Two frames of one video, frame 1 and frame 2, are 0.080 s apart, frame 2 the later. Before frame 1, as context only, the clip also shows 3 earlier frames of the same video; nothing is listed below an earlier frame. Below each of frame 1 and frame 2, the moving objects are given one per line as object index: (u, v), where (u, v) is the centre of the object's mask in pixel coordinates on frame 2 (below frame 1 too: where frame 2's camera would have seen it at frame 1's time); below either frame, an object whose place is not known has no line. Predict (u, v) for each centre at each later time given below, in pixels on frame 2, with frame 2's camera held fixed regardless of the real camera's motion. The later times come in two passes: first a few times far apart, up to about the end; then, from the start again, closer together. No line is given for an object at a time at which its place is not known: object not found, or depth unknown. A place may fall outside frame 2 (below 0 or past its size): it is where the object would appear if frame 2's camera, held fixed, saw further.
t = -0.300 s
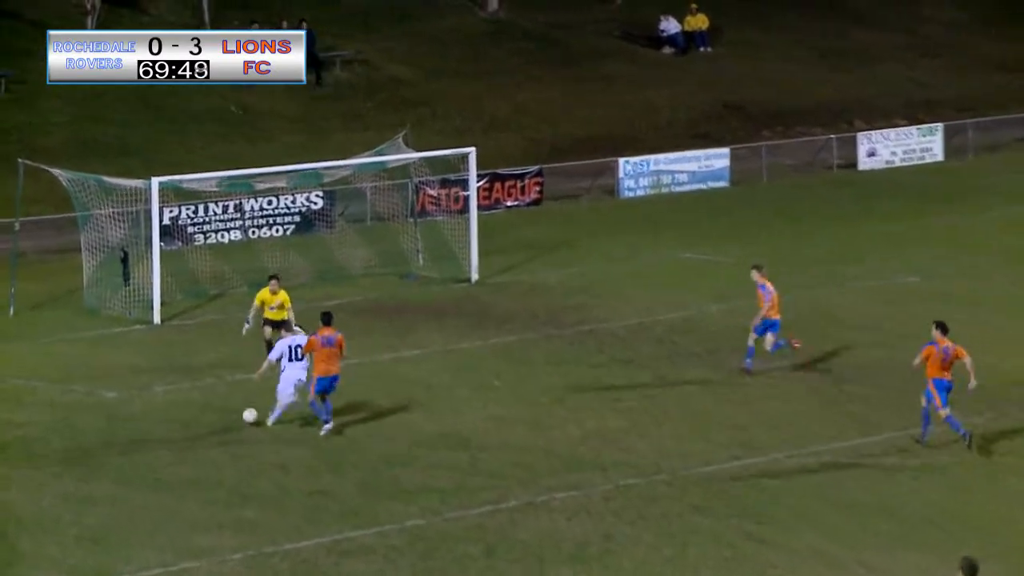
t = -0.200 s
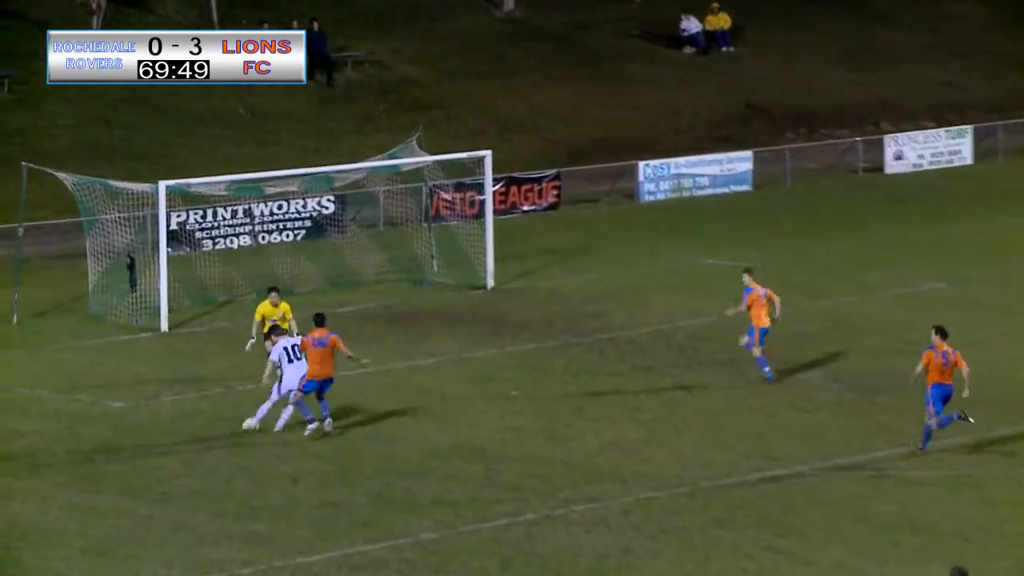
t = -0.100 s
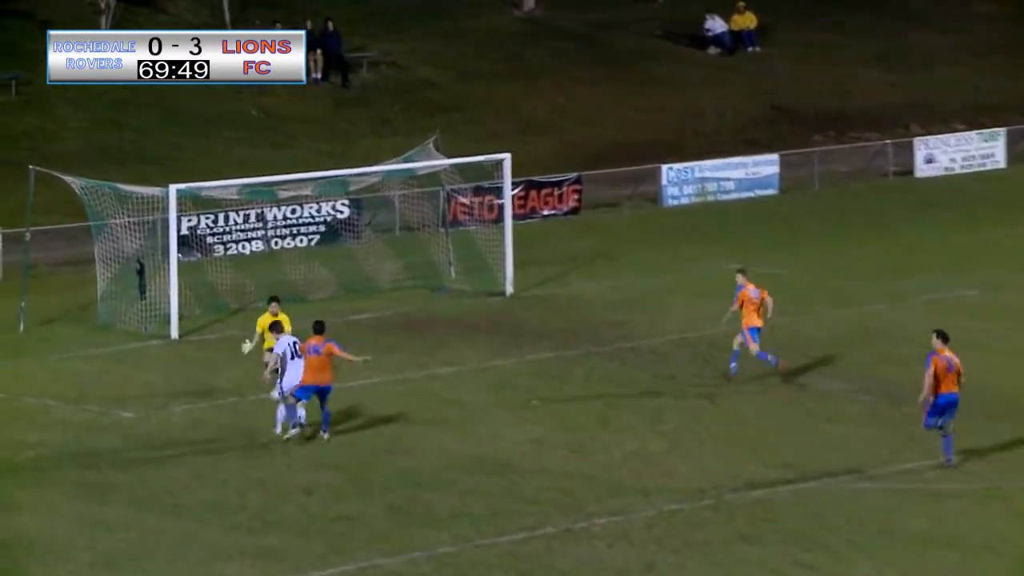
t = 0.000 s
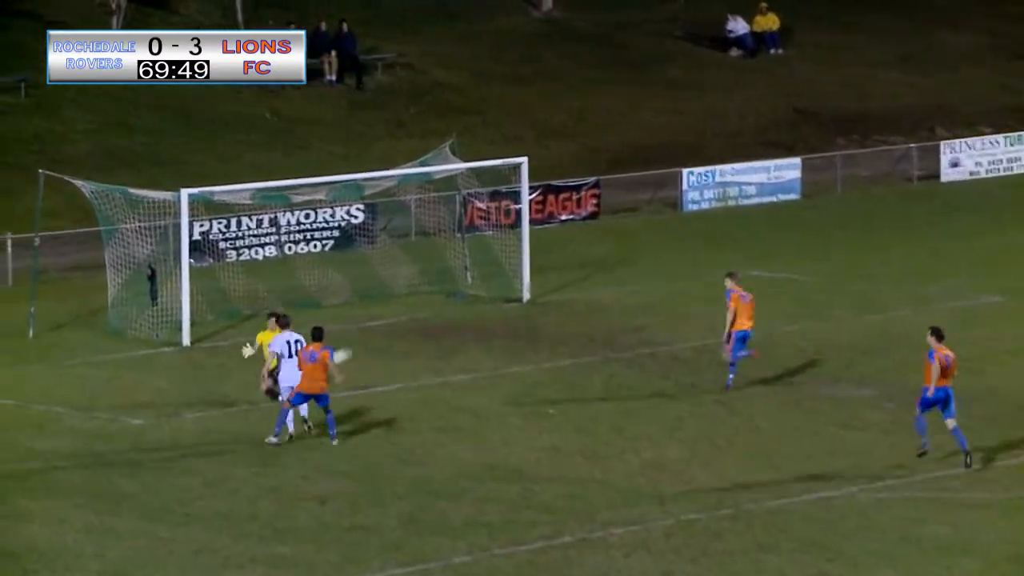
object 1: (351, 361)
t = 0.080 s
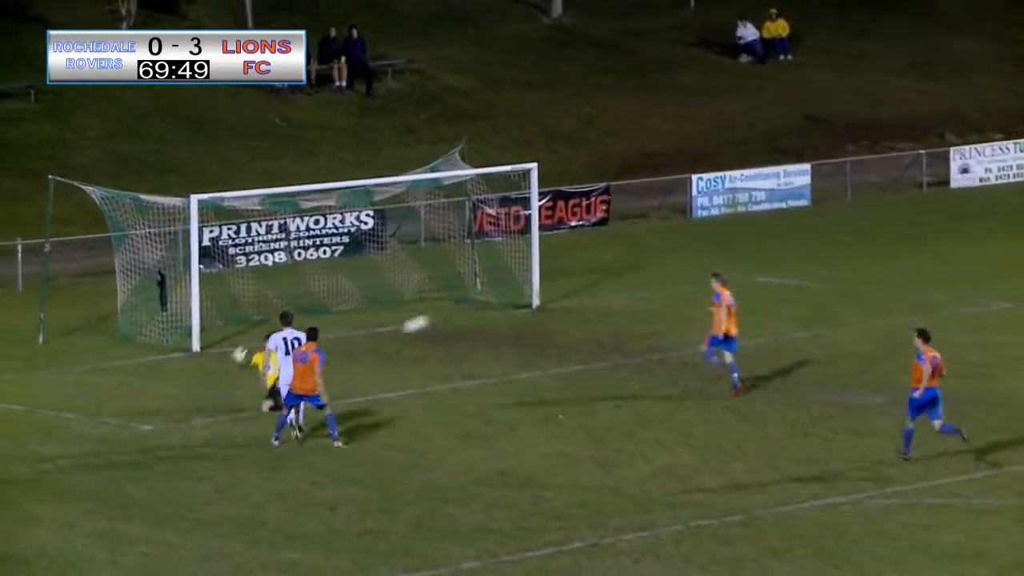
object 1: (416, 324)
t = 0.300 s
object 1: (593, 250)
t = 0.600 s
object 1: (797, 210)
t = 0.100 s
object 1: (434, 317)
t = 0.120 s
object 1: (450, 309)
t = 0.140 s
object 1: (467, 300)
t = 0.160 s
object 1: (483, 293)
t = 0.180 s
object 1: (499, 286)
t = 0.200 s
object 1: (515, 278)
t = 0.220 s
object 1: (531, 272)
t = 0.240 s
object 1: (549, 265)
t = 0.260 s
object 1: (561, 260)
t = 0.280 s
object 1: (577, 255)
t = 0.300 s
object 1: (593, 250)
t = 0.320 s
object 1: (607, 246)
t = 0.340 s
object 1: (622, 241)
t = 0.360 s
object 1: (636, 237)
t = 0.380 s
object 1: (650, 232)
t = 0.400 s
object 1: (664, 229)
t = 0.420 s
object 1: (678, 225)
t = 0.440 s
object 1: (690, 223)
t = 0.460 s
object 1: (704, 220)
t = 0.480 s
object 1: (719, 219)
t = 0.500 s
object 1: (733, 216)
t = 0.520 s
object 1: (744, 215)
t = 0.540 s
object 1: (759, 214)
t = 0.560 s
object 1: (773, 212)
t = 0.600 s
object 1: (797, 210)
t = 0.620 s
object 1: (811, 208)
